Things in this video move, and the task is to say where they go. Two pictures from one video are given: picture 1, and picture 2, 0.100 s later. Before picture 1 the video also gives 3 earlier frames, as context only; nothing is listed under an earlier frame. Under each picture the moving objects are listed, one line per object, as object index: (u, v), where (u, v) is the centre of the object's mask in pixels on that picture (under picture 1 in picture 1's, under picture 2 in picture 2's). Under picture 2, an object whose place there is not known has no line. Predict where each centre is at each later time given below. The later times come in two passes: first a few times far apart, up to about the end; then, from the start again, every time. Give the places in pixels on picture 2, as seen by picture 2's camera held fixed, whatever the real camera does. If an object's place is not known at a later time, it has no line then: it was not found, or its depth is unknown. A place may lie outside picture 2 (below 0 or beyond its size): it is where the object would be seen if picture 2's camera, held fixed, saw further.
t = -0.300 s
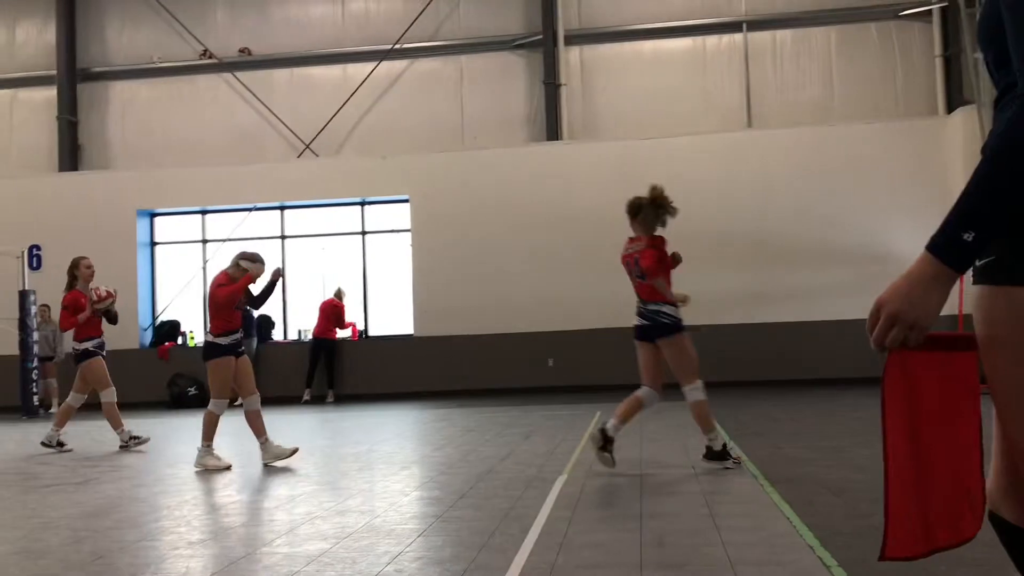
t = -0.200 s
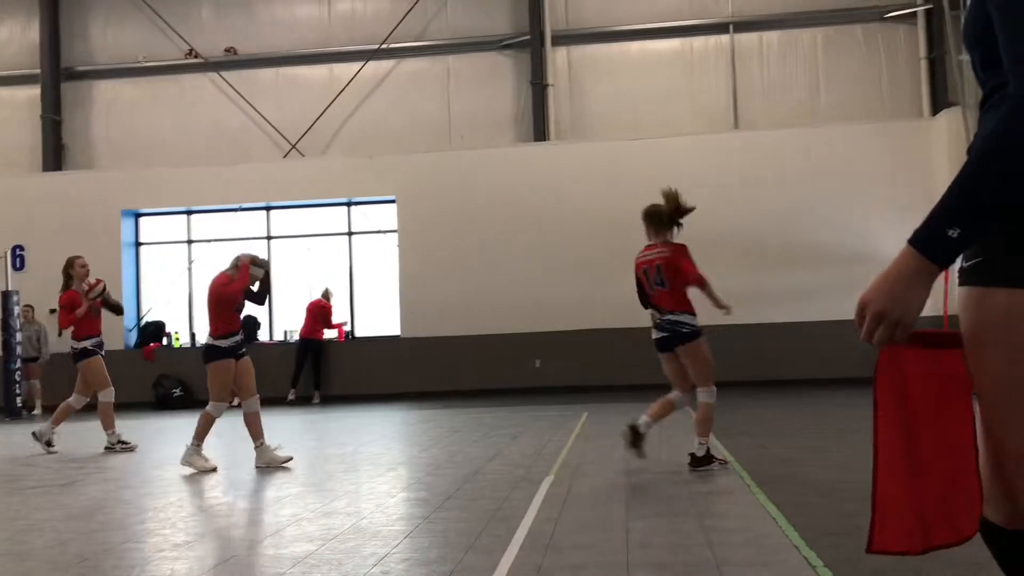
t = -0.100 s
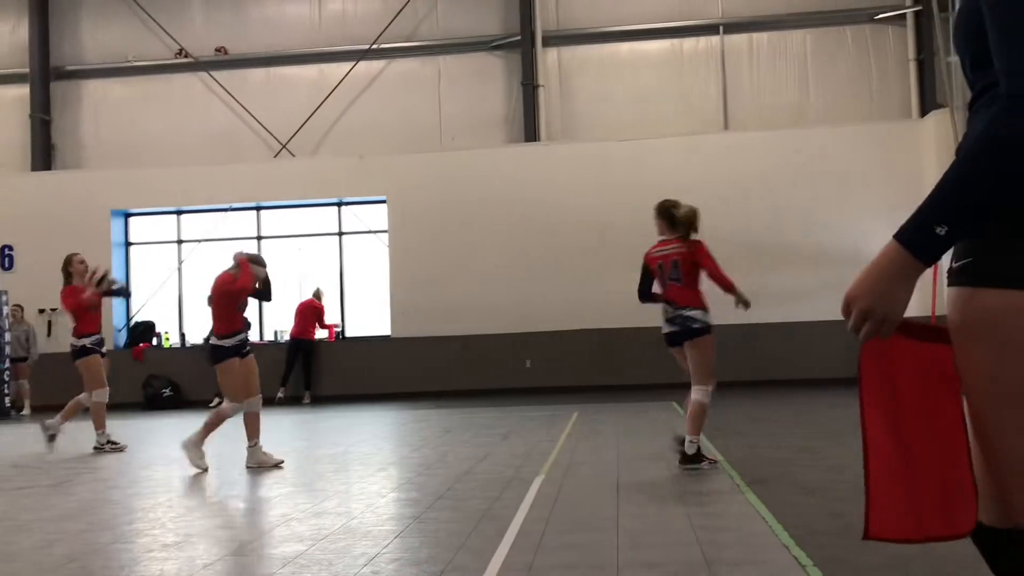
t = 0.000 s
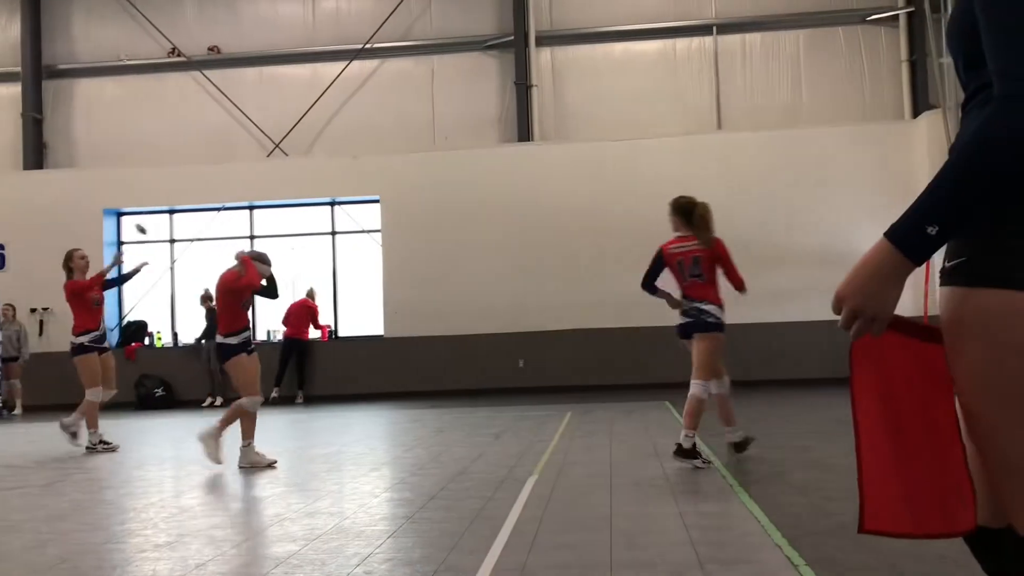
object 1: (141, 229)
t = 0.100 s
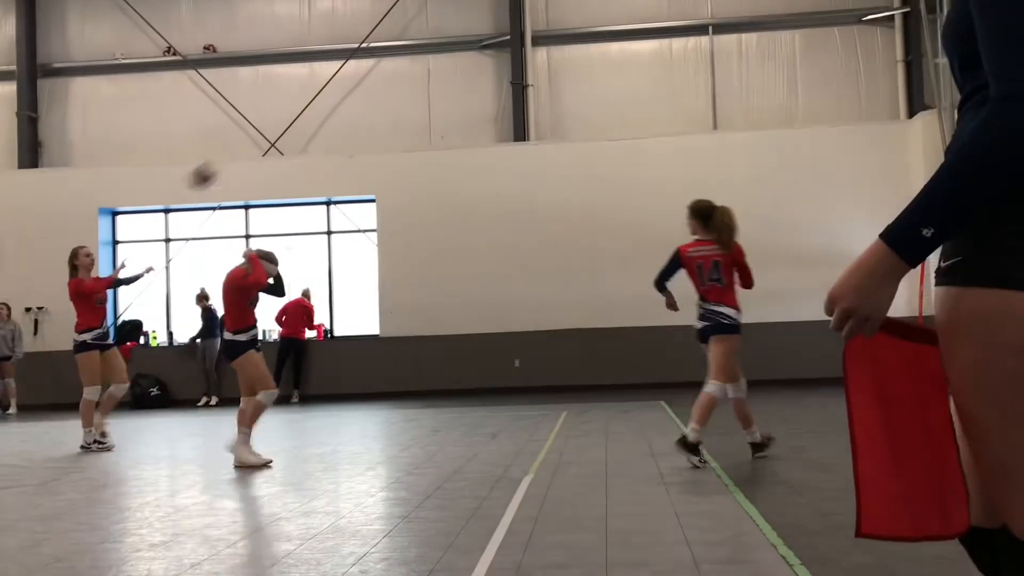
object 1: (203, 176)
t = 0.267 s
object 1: (317, 114)
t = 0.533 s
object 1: (508, 76)
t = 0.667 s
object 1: (610, 93)
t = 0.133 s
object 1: (225, 162)
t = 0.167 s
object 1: (247, 149)
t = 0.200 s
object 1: (270, 135)
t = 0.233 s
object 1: (293, 125)
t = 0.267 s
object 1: (317, 114)
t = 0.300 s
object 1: (340, 106)
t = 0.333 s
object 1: (363, 97)
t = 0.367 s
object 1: (387, 91)
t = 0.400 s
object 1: (410, 86)
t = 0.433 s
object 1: (434, 82)
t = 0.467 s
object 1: (458, 79)
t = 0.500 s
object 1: (483, 77)
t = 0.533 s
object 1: (508, 76)
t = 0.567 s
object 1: (529, 77)
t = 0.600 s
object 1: (557, 82)
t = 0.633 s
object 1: (584, 87)
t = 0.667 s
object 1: (610, 93)
